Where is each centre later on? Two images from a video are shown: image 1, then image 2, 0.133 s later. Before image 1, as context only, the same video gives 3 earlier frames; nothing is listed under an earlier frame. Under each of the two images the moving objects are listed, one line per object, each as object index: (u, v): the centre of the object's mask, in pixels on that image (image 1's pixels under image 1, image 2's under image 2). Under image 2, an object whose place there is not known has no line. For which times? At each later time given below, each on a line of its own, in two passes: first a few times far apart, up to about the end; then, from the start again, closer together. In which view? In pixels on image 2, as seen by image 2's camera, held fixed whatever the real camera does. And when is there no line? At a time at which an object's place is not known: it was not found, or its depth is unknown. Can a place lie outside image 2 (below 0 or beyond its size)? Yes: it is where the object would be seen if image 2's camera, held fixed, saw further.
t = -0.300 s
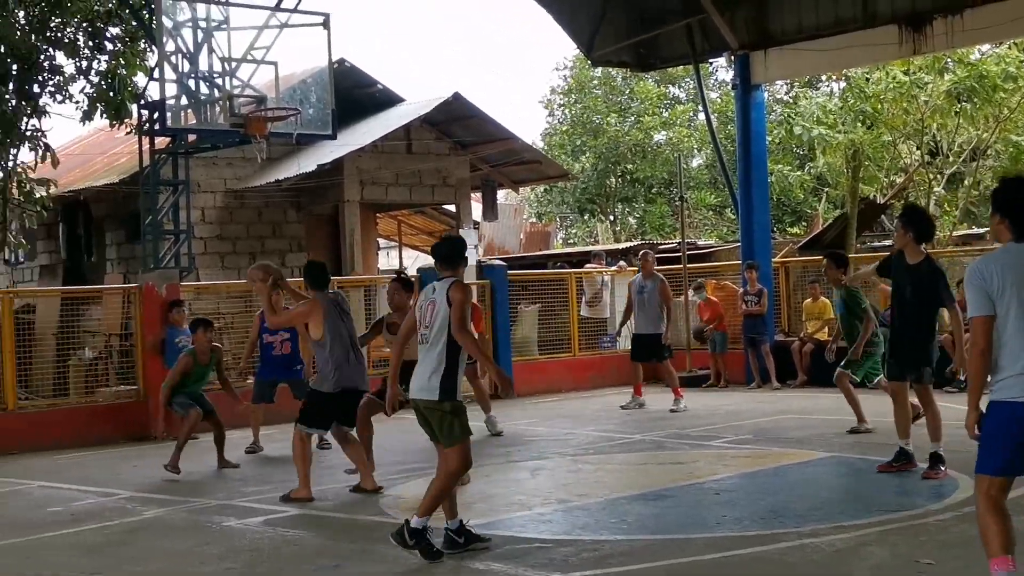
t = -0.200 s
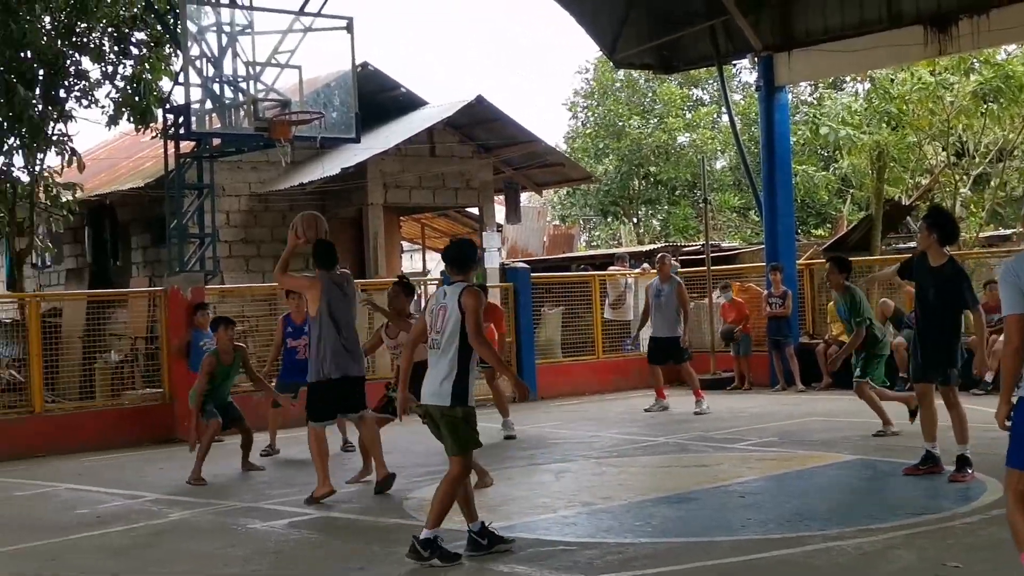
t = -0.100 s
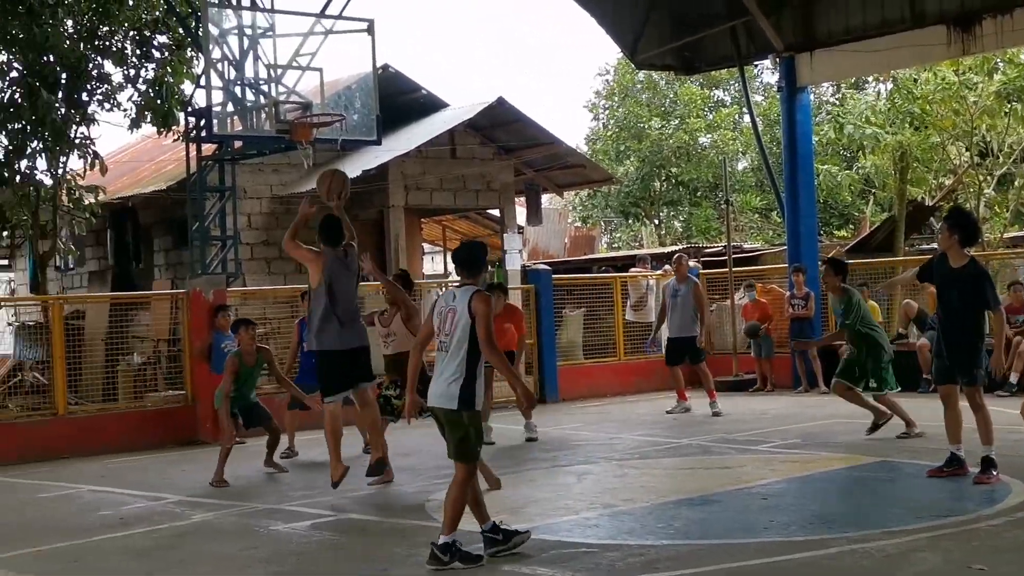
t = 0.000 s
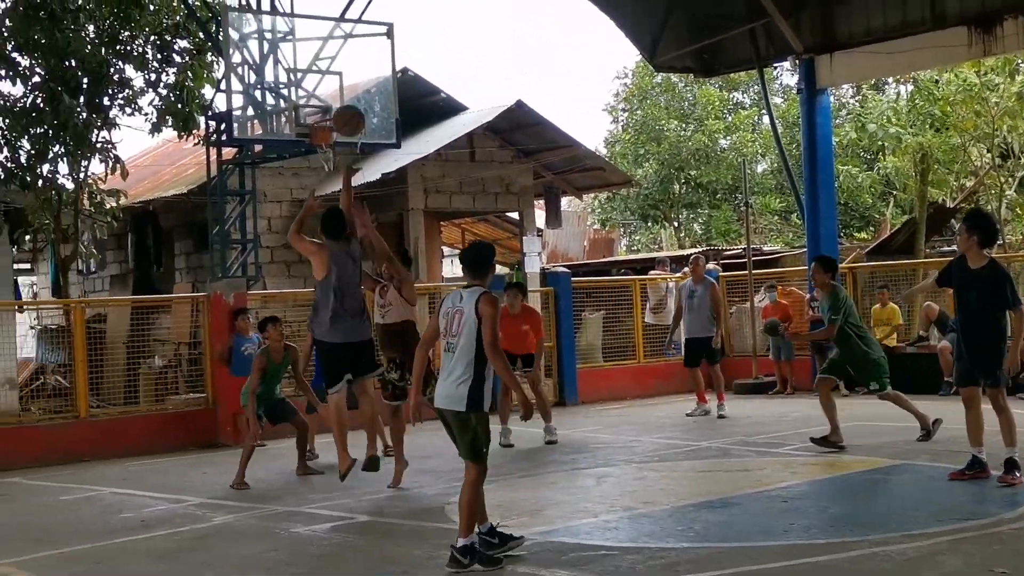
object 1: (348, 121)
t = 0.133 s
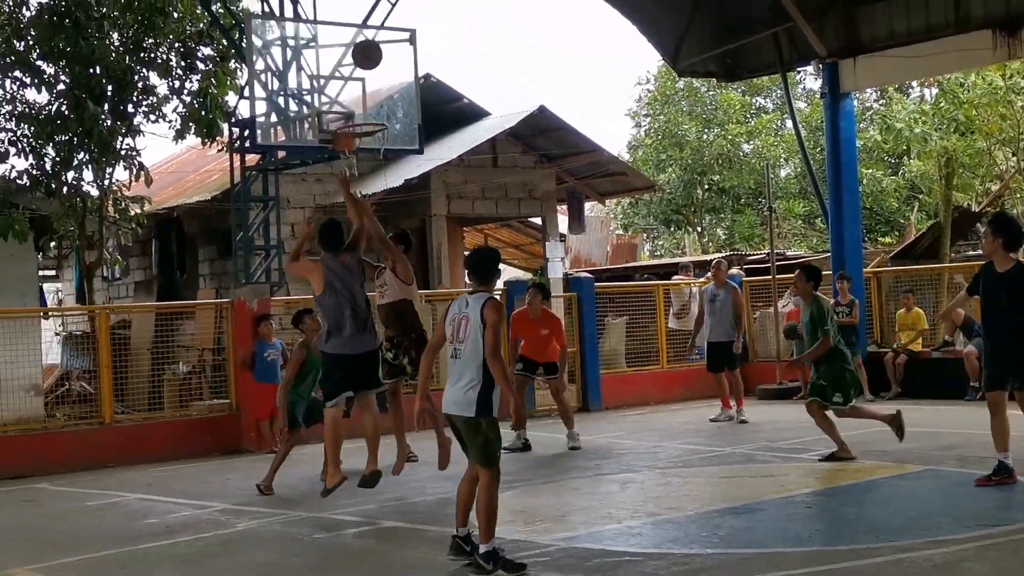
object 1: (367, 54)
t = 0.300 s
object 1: (365, 5)
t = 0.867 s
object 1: (371, 92)
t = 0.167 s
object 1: (366, 41)
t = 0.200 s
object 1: (366, 30)
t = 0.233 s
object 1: (365, 20)
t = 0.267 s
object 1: (365, 11)
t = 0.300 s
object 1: (365, 5)
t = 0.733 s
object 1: (368, 40)
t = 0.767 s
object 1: (369, 51)
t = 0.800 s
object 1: (370, 64)
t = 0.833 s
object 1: (370, 78)
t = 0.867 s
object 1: (371, 92)
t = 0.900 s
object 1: (372, 107)
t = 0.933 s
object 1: (373, 123)
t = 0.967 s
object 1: (374, 141)
